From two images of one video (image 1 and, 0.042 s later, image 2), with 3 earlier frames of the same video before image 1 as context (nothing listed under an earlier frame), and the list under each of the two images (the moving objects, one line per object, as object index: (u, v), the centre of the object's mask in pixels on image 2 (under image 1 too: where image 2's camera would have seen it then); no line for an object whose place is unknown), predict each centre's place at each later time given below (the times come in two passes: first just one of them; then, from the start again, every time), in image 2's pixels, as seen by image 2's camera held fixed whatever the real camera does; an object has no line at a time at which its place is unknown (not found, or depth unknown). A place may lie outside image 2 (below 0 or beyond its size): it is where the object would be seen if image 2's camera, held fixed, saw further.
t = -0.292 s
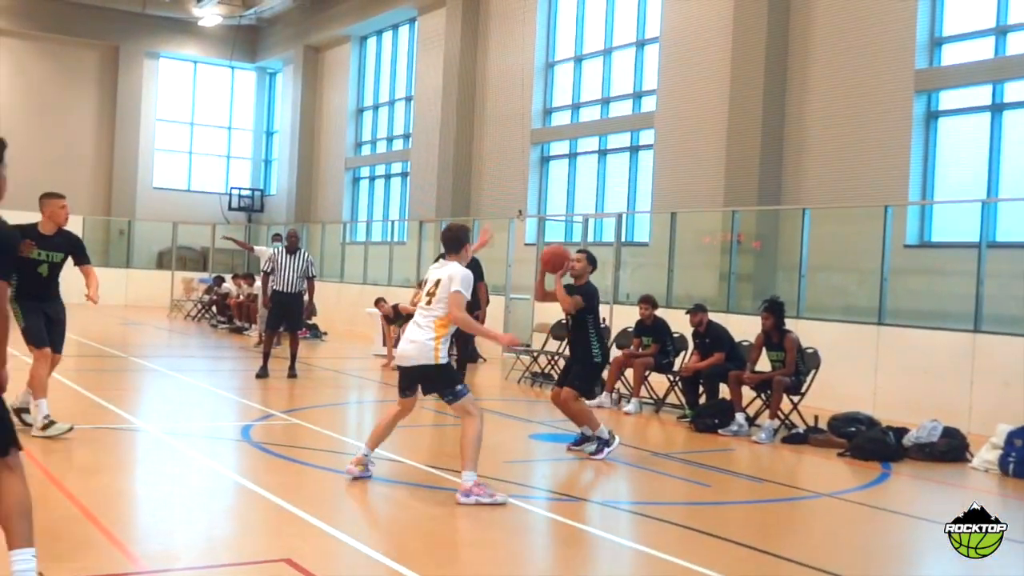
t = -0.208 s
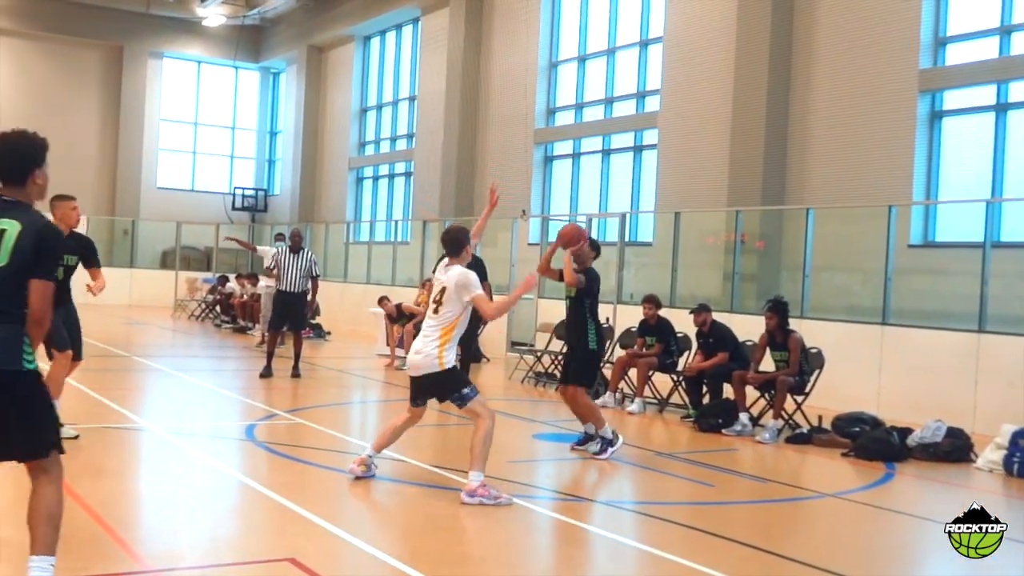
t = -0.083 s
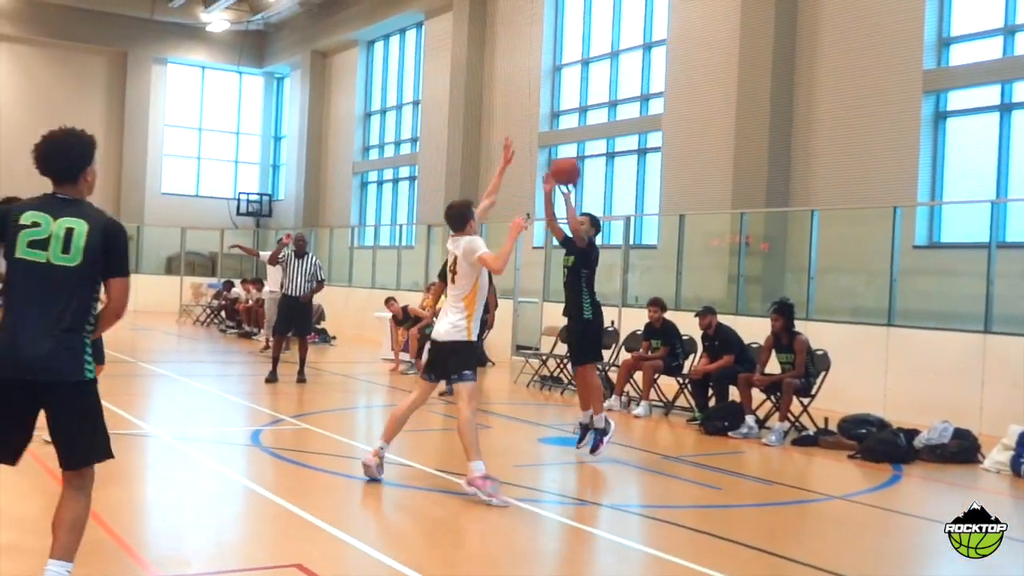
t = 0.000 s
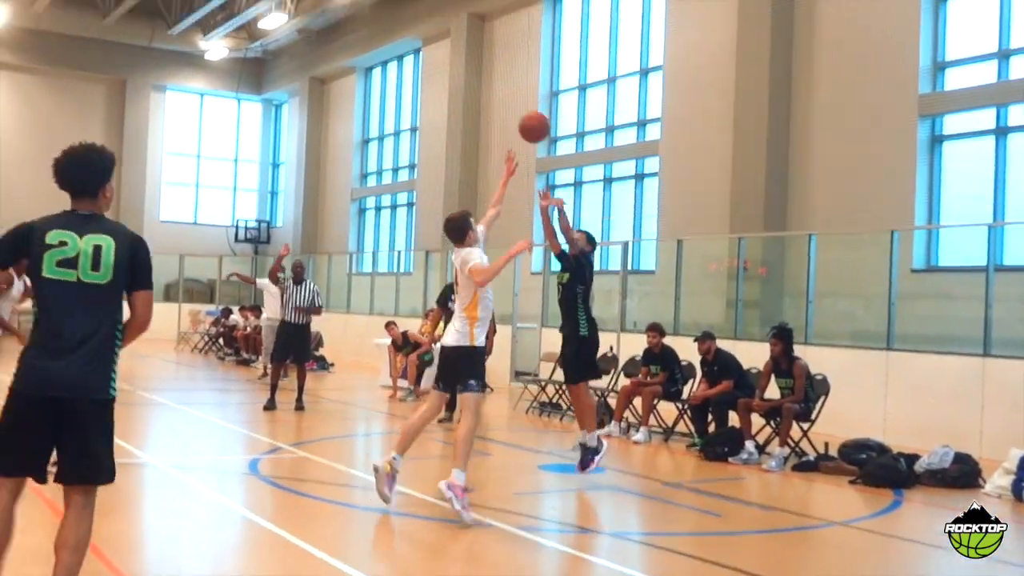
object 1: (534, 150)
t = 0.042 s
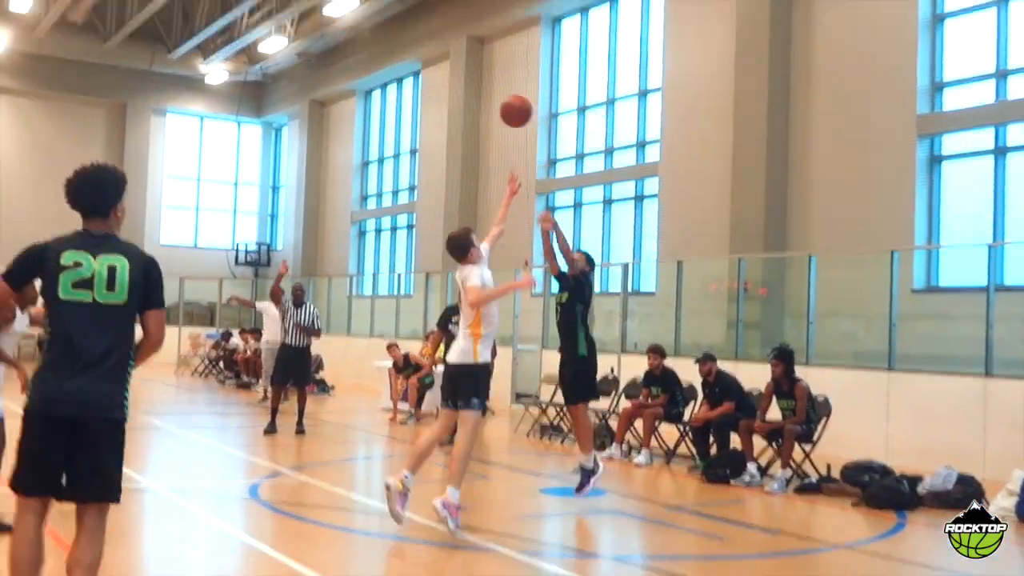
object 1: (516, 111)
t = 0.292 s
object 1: (386, -99)
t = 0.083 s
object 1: (496, 72)
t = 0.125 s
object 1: (475, 36)
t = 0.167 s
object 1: (453, 0)
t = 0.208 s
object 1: (432, -33)
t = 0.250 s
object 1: (408, -67)
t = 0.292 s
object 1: (386, -99)
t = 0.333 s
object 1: (362, -129)
